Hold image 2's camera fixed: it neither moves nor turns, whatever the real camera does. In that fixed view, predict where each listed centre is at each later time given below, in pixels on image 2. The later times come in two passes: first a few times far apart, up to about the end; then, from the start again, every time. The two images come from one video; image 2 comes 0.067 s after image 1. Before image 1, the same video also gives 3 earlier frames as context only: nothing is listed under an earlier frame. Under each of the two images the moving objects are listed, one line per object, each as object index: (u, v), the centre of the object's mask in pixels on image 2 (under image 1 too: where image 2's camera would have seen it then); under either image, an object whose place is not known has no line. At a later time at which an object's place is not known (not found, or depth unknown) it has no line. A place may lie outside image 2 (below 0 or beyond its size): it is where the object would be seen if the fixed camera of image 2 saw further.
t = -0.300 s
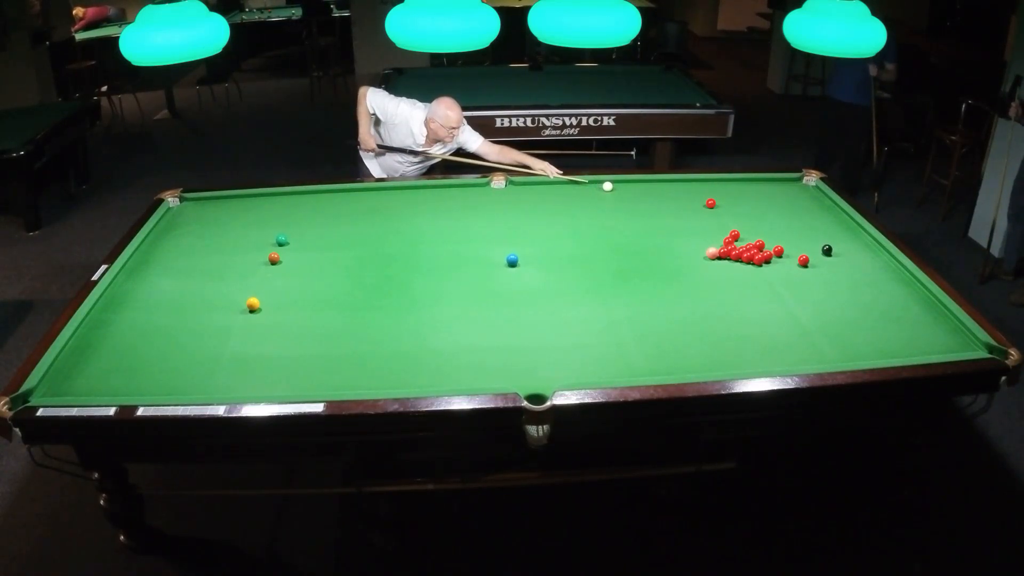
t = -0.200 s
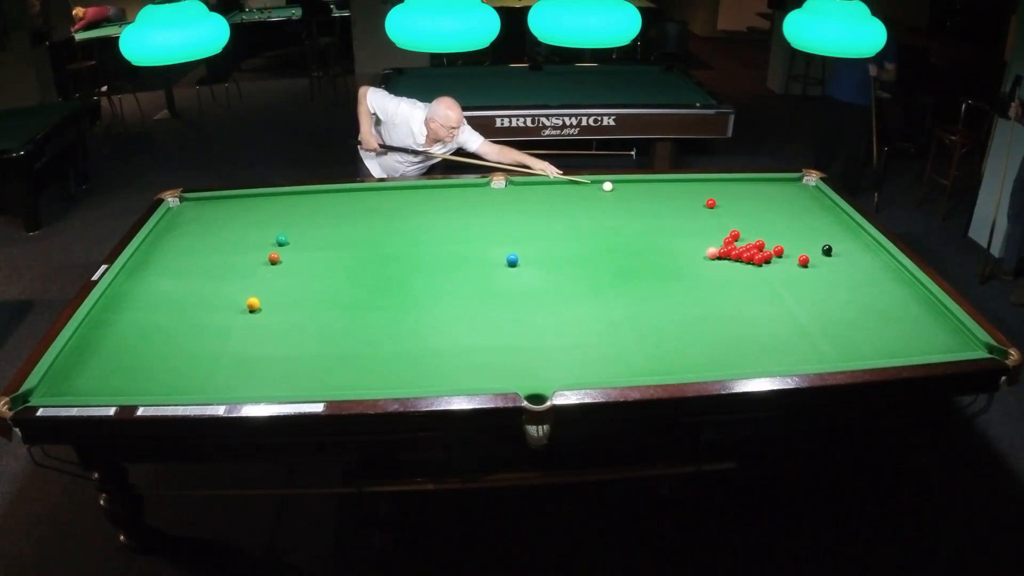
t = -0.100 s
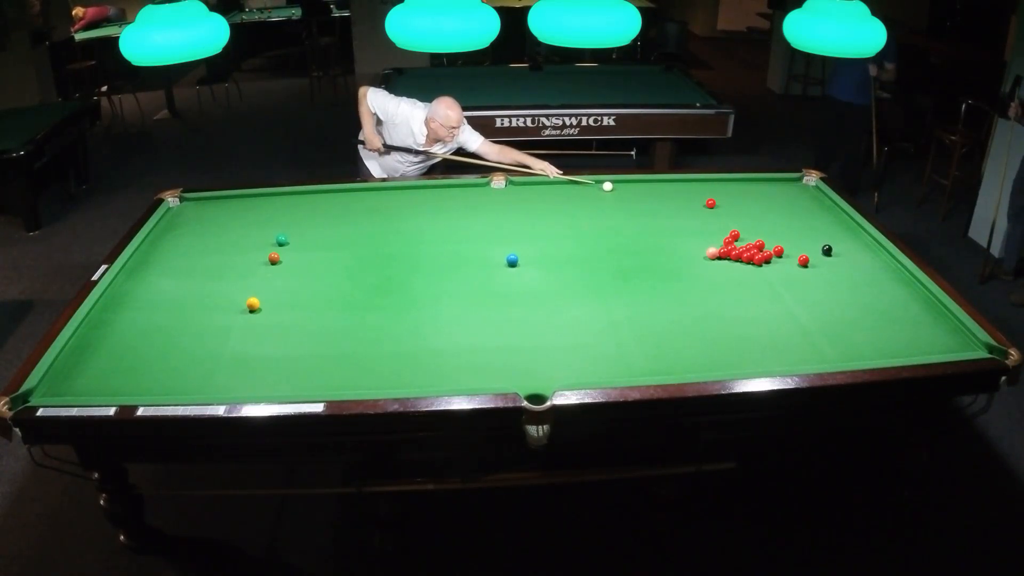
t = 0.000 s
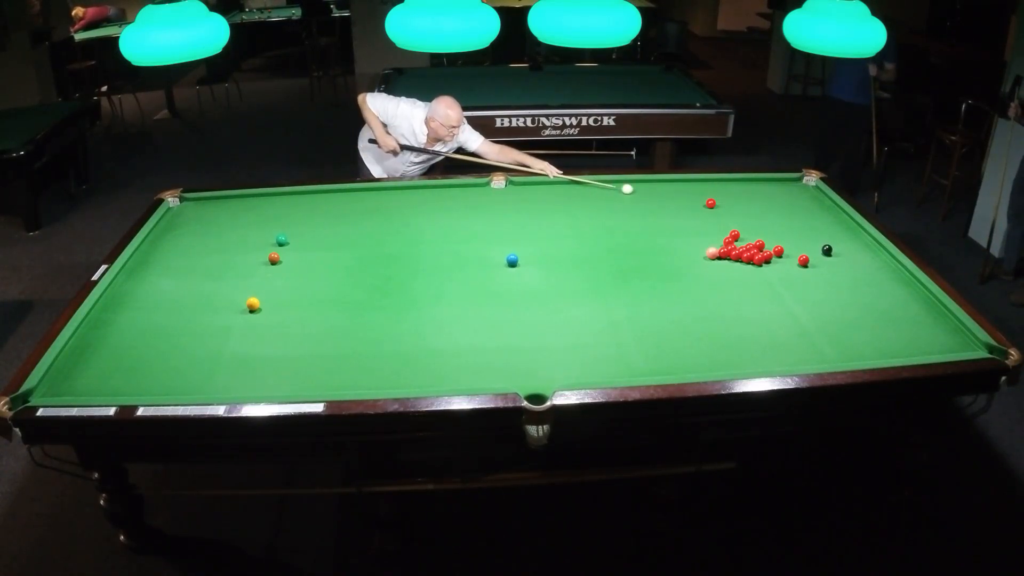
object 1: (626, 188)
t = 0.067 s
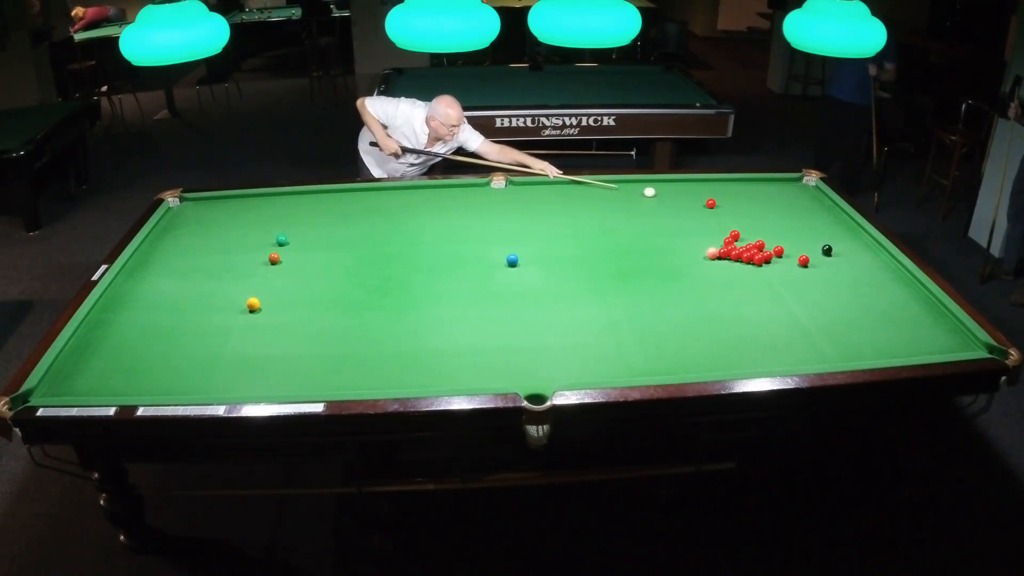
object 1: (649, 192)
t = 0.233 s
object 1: (703, 199)
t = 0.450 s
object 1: (740, 195)
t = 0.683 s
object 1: (779, 192)
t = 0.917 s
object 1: (814, 188)
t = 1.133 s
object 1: (788, 186)
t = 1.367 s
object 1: (757, 184)
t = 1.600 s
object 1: (726, 182)
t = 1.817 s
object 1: (699, 181)
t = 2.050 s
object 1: (676, 182)
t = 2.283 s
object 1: (654, 184)
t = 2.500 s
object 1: (634, 185)
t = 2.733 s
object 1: (614, 187)
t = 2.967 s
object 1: (594, 188)
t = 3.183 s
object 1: (575, 189)
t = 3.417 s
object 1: (557, 191)
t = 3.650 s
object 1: (538, 193)
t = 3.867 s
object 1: (523, 194)
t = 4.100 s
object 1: (507, 195)
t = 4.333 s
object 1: (492, 197)
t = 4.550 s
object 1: (479, 198)
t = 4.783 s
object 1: (466, 199)
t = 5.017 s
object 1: (455, 200)
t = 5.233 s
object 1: (445, 201)
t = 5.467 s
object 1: (435, 202)
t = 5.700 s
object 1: (427, 203)
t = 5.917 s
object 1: (420, 204)
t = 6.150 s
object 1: (415, 205)
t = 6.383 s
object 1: (410, 206)
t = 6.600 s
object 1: (407, 206)
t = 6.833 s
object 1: (404, 207)
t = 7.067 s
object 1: (403, 207)
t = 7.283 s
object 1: (402, 207)
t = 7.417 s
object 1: (402, 207)
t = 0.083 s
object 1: (654, 193)
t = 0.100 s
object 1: (660, 193)
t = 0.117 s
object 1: (665, 194)
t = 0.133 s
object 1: (671, 195)
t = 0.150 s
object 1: (676, 196)
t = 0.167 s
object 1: (682, 197)
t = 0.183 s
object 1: (688, 197)
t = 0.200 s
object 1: (693, 198)
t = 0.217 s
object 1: (699, 199)
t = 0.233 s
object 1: (703, 199)
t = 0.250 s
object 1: (706, 199)
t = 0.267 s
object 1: (708, 198)
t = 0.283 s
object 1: (711, 198)
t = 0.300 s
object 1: (714, 197)
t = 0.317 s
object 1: (717, 197)
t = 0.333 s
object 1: (720, 197)
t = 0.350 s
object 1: (723, 197)
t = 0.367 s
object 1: (726, 196)
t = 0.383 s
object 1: (728, 196)
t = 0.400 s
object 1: (731, 196)
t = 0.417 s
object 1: (734, 195)
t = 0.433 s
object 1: (737, 195)
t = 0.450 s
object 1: (740, 195)
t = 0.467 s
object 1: (743, 195)
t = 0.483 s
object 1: (746, 194)
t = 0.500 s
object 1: (749, 194)
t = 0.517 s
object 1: (751, 194)
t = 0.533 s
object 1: (754, 194)
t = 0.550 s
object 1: (757, 193)
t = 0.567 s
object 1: (760, 193)
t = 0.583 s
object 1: (763, 193)
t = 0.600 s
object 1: (765, 193)
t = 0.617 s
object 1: (768, 192)
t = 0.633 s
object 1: (771, 192)
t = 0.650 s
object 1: (773, 192)
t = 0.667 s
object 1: (776, 192)
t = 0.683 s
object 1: (779, 192)
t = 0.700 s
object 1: (781, 191)
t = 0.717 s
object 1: (784, 191)
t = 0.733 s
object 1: (787, 191)
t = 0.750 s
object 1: (789, 191)
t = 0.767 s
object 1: (792, 190)
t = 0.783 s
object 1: (794, 190)
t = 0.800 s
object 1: (797, 190)
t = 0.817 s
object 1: (799, 190)
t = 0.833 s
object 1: (802, 190)
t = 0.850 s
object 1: (804, 189)
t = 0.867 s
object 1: (807, 189)
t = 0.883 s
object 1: (809, 189)
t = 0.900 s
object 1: (812, 189)
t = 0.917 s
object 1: (814, 188)
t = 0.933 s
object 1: (816, 188)
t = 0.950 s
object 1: (814, 188)
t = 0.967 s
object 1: (811, 188)
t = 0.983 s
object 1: (809, 188)
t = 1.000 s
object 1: (807, 188)
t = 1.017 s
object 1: (804, 187)
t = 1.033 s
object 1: (802, 187)
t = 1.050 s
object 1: (800, 187)
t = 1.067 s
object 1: (797, 187)
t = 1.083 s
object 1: (795, 187)
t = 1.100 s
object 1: (793, 187)
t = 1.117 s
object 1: (791, 187)
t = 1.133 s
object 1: (788, 186)
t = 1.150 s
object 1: (786, 186)
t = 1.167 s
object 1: (784, 186)
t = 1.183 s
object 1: (782, 186)
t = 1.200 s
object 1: (779, 186)
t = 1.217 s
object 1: (777, 186)
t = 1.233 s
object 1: (775, 186)
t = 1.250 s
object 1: (773, 185)
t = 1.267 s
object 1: (770, 185)
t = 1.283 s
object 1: (768, 185)
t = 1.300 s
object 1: (766, 185)
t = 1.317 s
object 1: (764, 185)
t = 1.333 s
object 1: (762, 185)
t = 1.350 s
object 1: (759, 184)
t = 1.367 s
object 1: (757, 184)
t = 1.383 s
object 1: (755, 184)
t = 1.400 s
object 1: (753, 184)
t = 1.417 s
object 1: (751, 184)
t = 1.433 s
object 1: (748, 184)
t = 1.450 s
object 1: (746, 183)
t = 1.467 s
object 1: (744, 183)
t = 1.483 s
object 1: (742, 183)
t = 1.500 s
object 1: (740, 183)
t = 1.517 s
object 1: (737, 183)
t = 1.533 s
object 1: (735, 183)
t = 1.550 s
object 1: (733, 183)
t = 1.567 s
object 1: (731, 182)
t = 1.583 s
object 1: (729, 182)
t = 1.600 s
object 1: (726, 182)
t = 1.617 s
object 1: (724, 182)
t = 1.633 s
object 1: (722, 182)
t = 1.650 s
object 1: (720, 182)
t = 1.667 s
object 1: (718, 182)
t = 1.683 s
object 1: (716, 181)
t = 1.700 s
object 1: (714, 181)
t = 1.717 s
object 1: (712, 181)
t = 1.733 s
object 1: (709, 181)
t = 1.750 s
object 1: (707, 181)
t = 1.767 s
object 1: (705, 181)
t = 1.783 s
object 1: (703, 181)
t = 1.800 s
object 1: (701, 181)
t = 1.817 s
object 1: (699, 181)
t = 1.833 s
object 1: (697, 181)
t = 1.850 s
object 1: (696, 181)
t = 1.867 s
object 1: (694, 181)
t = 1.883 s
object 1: (693, 181)
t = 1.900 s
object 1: (691, 181)
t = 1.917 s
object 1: (689, 181)
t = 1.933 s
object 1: (688, 181)
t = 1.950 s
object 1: (686, 181)
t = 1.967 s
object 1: (684, 181)
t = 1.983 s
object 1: (683, 181)
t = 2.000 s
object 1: (681, 181)
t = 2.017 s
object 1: (679, 182)
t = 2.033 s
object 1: (678, 182)
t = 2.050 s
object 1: (676, 182)
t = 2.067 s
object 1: (675, 182)
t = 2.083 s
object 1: (673, 182)
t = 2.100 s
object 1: (672, 182)
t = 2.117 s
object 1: (670, 182)
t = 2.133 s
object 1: (669, 182)
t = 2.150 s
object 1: (667, 183)
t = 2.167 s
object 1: (665, 183)
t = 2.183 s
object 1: (664, 183)
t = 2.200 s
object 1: (662, 183)
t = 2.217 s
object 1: (661, 183)
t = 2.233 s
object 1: (659, 183)
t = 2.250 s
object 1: (658, 183)
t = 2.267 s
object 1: (656, 183)
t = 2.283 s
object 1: (654, 184)
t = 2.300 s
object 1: (653, 184)
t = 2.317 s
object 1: (651, 184)
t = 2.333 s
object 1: (650, 184)
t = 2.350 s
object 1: (648, 184)
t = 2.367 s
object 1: (647, 184)
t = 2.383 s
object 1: (645, 184)
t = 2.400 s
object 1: (644, 184)
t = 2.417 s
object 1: (642, 185)
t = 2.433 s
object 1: (641, 185)
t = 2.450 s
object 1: (639, 185)
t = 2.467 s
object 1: (637, 185)
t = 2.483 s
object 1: (636, 185)
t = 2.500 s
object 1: (634, 185)
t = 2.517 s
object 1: (633, 185)
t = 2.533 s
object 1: (631, 185)
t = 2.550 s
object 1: (630, 185)
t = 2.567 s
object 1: (628, 186)
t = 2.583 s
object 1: (627, 186)
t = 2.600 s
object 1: (625, 186)
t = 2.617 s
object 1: (624, 186)
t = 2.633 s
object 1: (622, 186)
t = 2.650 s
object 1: (621, 186)
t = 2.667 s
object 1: (619, 186)
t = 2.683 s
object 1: (618, 186)
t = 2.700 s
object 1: (617, 186)
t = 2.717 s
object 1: (615, 187)
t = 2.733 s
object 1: (614, 187)
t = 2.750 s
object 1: (612, 187)
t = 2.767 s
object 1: (611, 187)
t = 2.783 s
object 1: (609, 187)
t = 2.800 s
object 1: (608, 187)
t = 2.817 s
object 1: (606, 187)
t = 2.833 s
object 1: (605, 187)
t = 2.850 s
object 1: (603, 187)
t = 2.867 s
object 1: (602, 187)
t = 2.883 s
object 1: (601, 188)
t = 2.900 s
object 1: (599, 188)
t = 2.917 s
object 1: (598, 188)
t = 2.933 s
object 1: (596, 188)
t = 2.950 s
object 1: (595, 188)
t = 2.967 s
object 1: (594, 188)
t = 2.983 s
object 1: (592, 188)
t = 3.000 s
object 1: (591, 188)
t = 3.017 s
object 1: (589, 188)
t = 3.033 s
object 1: (588, 188)
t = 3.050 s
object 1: (587, 188)
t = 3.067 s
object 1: (585, 189)
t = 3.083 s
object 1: (583, 189)
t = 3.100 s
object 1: (582, 189)
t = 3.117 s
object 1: (581, 189)
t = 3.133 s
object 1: (580, 189)
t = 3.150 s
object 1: (578, 189)
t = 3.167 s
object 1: (577, 189)
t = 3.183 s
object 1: (575, 189)
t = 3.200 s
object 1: (574, 190)
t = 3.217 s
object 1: (573, 190)
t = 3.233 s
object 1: (571, 190)
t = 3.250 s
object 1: (570, 190)
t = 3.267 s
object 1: (569, 190)
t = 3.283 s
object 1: (567, 190)
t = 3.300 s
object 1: (566, 190)
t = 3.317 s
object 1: (565, 191)
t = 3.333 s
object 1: (563, 191)
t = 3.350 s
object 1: (562, 191)
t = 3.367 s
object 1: (561, 191)
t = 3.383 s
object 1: (559, 191)
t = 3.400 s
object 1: (558, 191)
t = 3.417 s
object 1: (557, 191)
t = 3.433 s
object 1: (555, 191)
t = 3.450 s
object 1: (554, 191)
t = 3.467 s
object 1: (553, 192)
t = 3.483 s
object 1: (551, 192)
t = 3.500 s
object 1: (550, 192)
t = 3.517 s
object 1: (549, 192)
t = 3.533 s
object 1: (547, 192)
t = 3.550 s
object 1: (546, 192)
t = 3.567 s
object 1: (545, 192)
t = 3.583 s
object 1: (544, 192)
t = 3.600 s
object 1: (542, 192)
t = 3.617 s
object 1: (541, 193)
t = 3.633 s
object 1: (540, 193)
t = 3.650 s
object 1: (538, 193)
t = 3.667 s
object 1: (537, 193)
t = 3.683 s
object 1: (536, 193)
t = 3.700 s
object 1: (535, 193)
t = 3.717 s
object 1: (534, 193)
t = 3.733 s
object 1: (532, 193)
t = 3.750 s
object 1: (531, 193)
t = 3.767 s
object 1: (530, 194)
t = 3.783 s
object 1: (529, 194)
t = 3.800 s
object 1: (527, 194)
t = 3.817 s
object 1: (526, 194)
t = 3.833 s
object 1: (525, 194)
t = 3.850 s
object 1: (524, 194)
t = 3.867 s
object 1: (523, 194)
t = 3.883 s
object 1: (522, 194)
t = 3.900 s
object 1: (520, 194)
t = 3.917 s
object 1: (519, 194)
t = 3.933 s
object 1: (518, 194)
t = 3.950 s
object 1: (517, 195)
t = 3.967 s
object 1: (516, 195)
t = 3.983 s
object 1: (515, 195)
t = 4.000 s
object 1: (514, 195)
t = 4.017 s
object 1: (512, 195)
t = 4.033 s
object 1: (511, 195)
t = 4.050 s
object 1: (510, 195)
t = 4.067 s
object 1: (509, 195)
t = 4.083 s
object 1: (508, 195)
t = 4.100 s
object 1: (507, 195)
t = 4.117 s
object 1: (506, 196)
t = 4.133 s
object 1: (505, 196)
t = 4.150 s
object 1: (504, 196)
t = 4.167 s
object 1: (502, 196)
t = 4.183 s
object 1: (501, 196)
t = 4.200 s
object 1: (500, 196)
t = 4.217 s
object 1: (499, 196)
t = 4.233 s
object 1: (498, 196)
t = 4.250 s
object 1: (497, 197)
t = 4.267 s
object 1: (496, 197)
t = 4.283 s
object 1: (495, 197)
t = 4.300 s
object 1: (494, 197)
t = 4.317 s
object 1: (493, 197)
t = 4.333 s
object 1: (492, 197)
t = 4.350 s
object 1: (491, 197)
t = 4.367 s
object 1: (490, 197)
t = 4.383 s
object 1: (489, 197)
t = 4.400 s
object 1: (488, 197)
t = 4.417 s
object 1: (487, 198)
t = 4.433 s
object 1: (486, 198)
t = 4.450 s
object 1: (485, 198)
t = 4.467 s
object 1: (484, 198)
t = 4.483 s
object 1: (483, 198)
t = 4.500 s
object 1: (482, 198)
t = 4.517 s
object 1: (481, 198)
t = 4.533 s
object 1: (480, 198)
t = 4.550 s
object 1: (479, 198)
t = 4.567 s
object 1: (478, 198)
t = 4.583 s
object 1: (477, 199)
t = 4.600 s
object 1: (476, 198)
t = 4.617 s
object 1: (475, 199)
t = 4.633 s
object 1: (474, 199)
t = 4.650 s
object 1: (473, 199)
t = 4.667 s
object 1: (472, 199)
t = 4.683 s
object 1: (472, 199)
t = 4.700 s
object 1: (471, 199)
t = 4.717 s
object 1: (470, 199)
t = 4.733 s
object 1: (469, 199)
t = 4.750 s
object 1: (468, 199)
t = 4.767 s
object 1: (467, 199)
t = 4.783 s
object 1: (466, 199)
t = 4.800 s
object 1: (465, 199)
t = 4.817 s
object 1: (464, 200)
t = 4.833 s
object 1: (463, 200)
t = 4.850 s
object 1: (463, 200)
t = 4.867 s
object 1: (462, 200)
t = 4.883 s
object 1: (461, 200)
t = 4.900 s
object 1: (460, 200)
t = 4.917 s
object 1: (459, 200)
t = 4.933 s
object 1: (458, 200)
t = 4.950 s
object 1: (458, 200)
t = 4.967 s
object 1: (457, 200)
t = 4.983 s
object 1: (456, 200)
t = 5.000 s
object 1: (455, 200)
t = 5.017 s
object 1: (455, 200)
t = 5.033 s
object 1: (454, 200)
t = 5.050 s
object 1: (453, 201)
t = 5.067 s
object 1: (452, 201)
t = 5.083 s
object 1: (451, 201)
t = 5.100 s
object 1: (450, 201)
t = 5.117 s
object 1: (450, 201)
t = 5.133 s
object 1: (449, 201)
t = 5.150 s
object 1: (448, 201)
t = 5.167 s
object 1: (448, 201)
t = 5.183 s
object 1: (447, 201)
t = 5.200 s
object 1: (446, 201)
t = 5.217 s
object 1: (445, 201)
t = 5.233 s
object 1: (445, 201)
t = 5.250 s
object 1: (444, 201)
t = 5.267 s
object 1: (443, 202)
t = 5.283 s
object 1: (443, 202)
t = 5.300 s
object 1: (442, 202)
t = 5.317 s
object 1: (441, 202)
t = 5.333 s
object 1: (440, 202)
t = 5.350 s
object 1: (440, 202)
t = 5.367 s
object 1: (439, 202)
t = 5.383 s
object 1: (438, 202)
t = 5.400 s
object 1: (438, 202)
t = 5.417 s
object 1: (437, 202)
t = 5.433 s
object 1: (436, 202)
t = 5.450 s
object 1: (436, 202)
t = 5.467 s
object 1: (435, 202)
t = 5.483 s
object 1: (435, 202)
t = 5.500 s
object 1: (434, 202)
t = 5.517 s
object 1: (433, 203)
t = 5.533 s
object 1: (433, 203)
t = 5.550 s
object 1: (432, 203)
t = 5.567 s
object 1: (431, 203)
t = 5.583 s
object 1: (431, 203)
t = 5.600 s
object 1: (430, 203)
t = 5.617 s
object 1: (430, 203)
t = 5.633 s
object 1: (429, 203)
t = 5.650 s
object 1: (429, 203)
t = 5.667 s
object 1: (428, 203)
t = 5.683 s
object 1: (427, 203)
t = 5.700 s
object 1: (427, 203)
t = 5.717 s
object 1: (426, 204)
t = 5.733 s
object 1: (426, 204)
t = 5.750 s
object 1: (425, 204)
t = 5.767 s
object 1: (425, 204)
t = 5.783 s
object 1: (424, 204)
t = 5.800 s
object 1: (424, 204)
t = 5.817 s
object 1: (423, 204)
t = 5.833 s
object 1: (423, 204)
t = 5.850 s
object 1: (422, 204)
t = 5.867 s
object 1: (422, 204)
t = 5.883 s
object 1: (421, 204)
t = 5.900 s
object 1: (421, 204)
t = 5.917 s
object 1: (420, 204)
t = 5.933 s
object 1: (420, 204)
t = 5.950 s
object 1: (419, 204)
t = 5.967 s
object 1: (419, 204)
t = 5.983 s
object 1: (418, 205)
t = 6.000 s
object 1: (418, 205)
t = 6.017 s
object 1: (418, 205)
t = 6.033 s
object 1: (417, 205)
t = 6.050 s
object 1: (417, 205)
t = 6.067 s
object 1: (417, 205)
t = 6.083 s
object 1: (416, 205)
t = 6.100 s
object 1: (416, 205)
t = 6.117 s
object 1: (415, 205)
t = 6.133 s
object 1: (415, 205)
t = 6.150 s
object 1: (415, 205)
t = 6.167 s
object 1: (414, 205)
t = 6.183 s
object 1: (414, 205)
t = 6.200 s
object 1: (414, 205)
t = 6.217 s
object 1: (413, 205)
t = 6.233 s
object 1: (413, 205)
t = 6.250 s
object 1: (412, 206)
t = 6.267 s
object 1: (412, 206)
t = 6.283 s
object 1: (412, 206)
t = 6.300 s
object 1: (412, 206)
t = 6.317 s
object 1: (411, 206)
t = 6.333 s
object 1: (411, 206)
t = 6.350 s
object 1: (411, 206)
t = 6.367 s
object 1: (410, 206)
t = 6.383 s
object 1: (410, 206)
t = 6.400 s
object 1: (410, 206)
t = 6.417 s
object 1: (409, 206)
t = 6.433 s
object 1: (409, 206)
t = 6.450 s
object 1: (409, 206)
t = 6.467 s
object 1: (408, 206)
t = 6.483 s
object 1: (408, 206)
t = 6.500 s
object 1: (408, 206)
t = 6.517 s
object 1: (408, 206)
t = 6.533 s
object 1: (407, 206)
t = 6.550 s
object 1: (407, 206)
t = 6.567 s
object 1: (407, 206)
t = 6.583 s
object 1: (407, 206)
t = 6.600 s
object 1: (407, 206)
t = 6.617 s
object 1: (406, 206)
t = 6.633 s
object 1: (406, 206)
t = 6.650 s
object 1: (406, 206)
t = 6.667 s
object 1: (406, 206)
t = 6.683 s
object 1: (406, 207)
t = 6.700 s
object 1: (405, 207)
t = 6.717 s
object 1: (405, 207)
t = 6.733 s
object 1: (405, 207)
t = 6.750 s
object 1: (405, 207)
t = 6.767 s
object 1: (405, 207)
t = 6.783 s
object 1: (405, 207)
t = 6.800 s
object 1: (405, 207)
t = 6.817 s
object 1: (405, 207)
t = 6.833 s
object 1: (404, 207)
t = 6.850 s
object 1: (404, 207)
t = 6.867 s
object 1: (404, 207)
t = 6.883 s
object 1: (404, 207)
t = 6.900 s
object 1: (404, 207)
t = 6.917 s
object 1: (404, 207)
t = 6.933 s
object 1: (404, 207)
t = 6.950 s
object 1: (404, 207)
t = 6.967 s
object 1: (403, 207)
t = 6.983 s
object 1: (403, 207)
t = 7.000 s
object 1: (403, 207)
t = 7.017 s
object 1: (403, 207)
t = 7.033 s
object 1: (403, 207)
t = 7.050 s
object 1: (403, 207)
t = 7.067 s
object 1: (403, 207)
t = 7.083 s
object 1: (403, 207)
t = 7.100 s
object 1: (403, 207)
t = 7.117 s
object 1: (403, 207)
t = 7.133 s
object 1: (403, 207)
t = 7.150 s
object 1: (403, 207)
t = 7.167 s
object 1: (403, 207)
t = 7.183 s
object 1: (403, 207)
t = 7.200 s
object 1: (403, 207)
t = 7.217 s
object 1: (403, 207)
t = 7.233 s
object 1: (402, 207)
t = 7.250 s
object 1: (403, 207)
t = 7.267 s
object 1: (402, 207)
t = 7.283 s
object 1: (402, 207)
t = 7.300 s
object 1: (402, 207)
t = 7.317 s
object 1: (402, 207)
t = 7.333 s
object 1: (402, 207)
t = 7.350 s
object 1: (402, 207)
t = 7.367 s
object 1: (402, 207)
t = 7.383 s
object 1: (402, 207)
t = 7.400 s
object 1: (402, 207)
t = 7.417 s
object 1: (402, 207)
